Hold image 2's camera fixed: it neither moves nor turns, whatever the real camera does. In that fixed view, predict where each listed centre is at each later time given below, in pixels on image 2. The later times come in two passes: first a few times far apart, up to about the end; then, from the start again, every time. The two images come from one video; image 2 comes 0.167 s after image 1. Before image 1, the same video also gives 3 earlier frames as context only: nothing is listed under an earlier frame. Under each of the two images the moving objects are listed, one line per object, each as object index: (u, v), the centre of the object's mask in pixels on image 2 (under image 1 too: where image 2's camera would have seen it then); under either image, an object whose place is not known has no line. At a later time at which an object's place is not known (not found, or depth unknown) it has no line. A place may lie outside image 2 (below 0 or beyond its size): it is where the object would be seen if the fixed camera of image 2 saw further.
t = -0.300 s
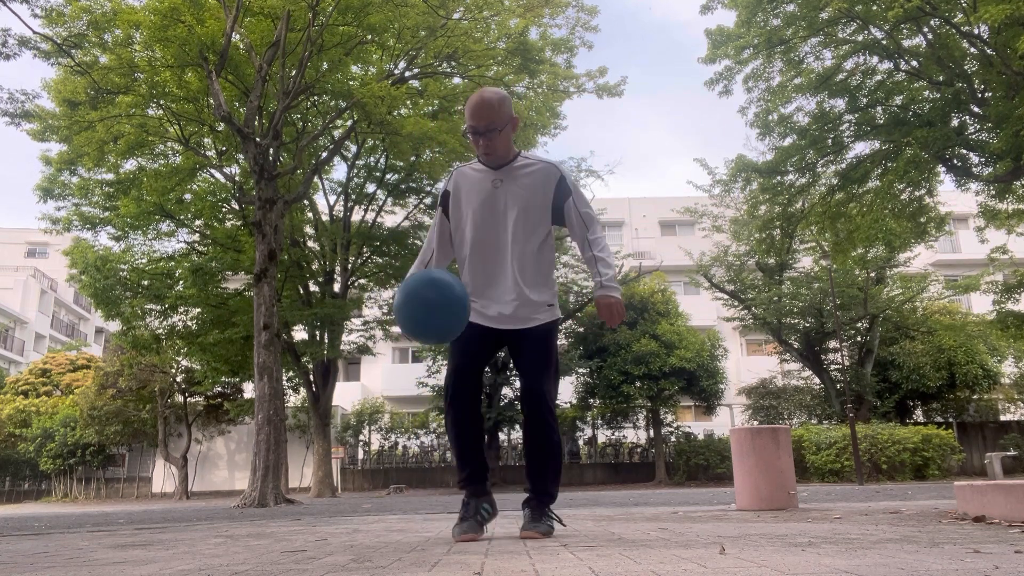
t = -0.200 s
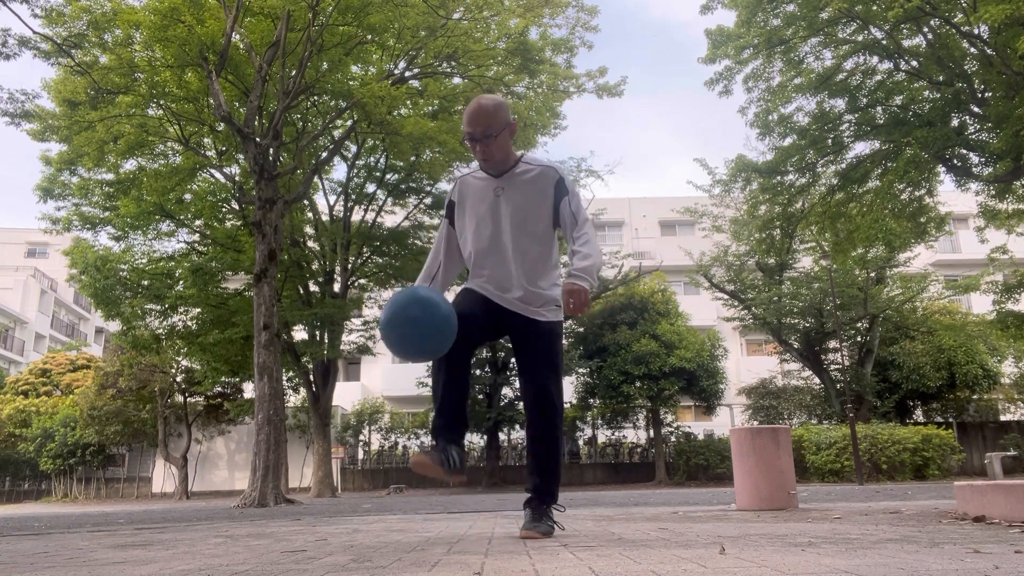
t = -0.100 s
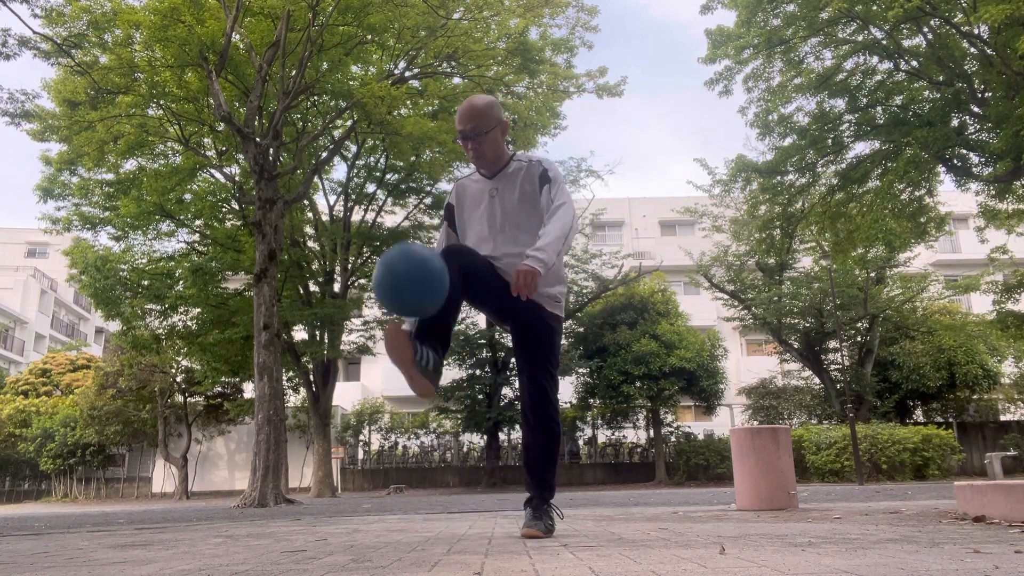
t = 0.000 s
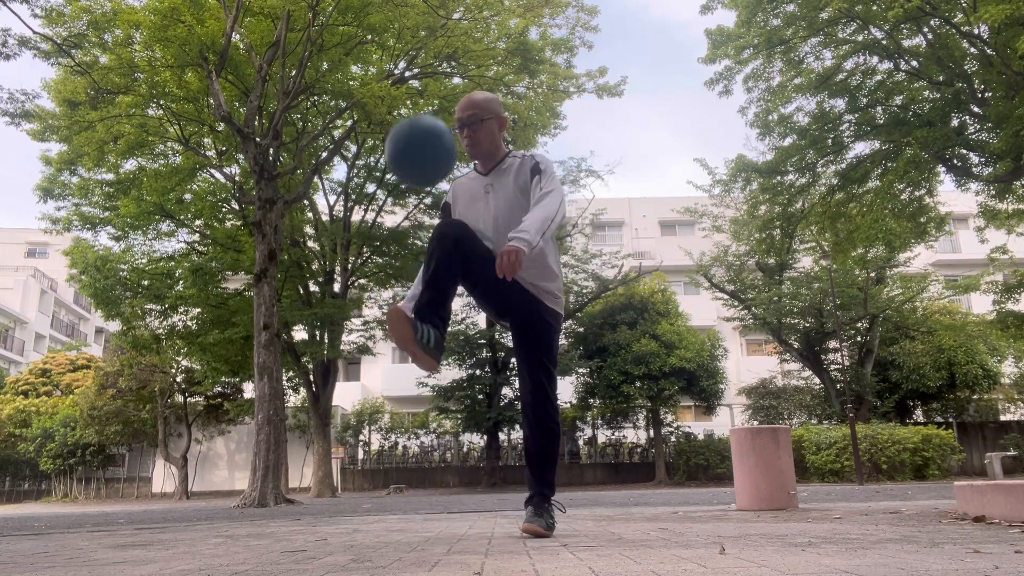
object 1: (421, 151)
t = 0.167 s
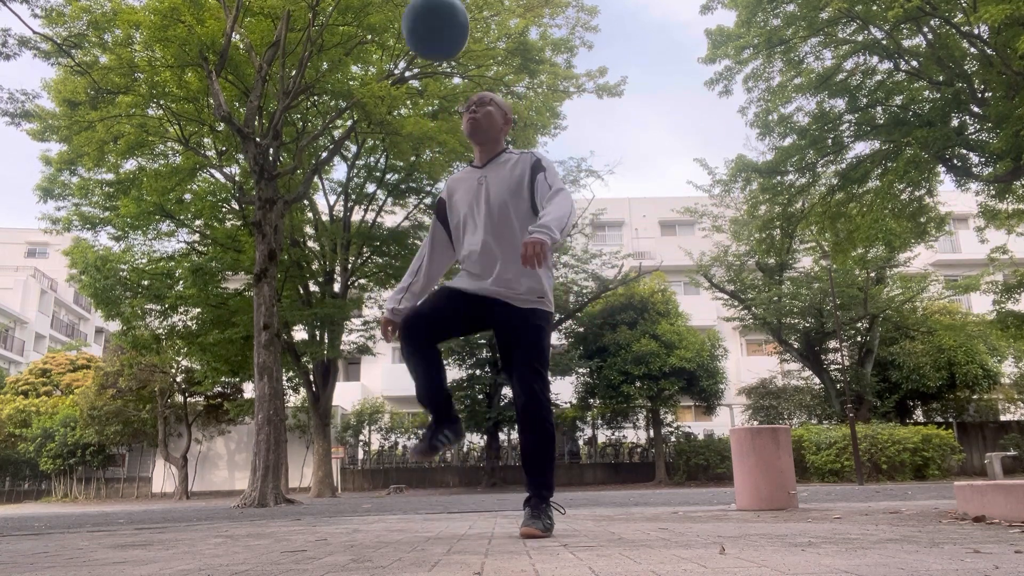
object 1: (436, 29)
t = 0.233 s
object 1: (442, 16)
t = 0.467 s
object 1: (460, 17)
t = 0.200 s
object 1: (439, 21)
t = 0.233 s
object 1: (442, 16)
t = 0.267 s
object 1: (444, 13)
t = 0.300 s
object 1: (447, 10)
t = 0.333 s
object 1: (450, 9)
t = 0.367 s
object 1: (452, 9)
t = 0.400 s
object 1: (455, 11)
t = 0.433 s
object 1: (458, 13)
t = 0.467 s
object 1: (460, 17)
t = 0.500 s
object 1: (463, 23)
